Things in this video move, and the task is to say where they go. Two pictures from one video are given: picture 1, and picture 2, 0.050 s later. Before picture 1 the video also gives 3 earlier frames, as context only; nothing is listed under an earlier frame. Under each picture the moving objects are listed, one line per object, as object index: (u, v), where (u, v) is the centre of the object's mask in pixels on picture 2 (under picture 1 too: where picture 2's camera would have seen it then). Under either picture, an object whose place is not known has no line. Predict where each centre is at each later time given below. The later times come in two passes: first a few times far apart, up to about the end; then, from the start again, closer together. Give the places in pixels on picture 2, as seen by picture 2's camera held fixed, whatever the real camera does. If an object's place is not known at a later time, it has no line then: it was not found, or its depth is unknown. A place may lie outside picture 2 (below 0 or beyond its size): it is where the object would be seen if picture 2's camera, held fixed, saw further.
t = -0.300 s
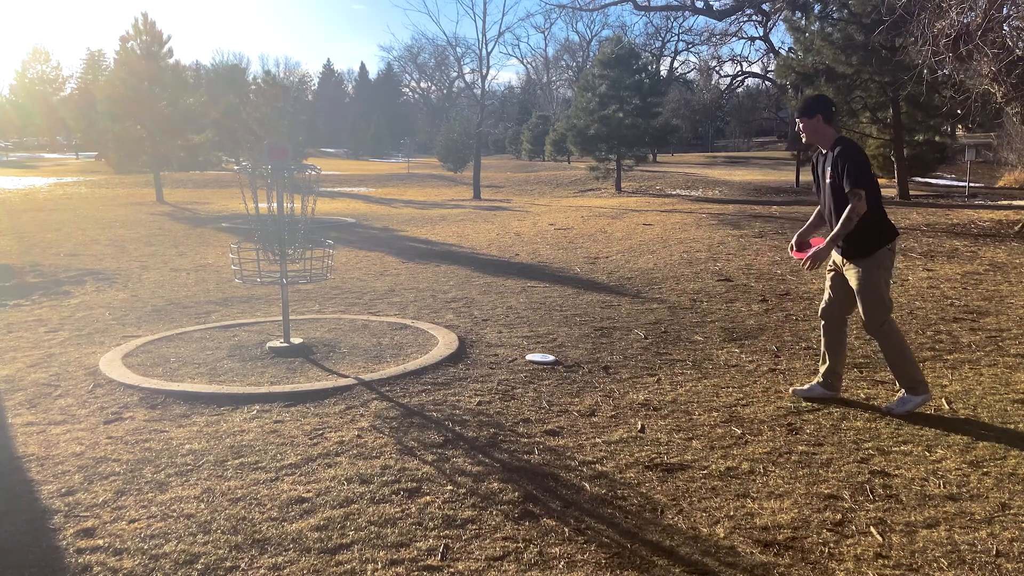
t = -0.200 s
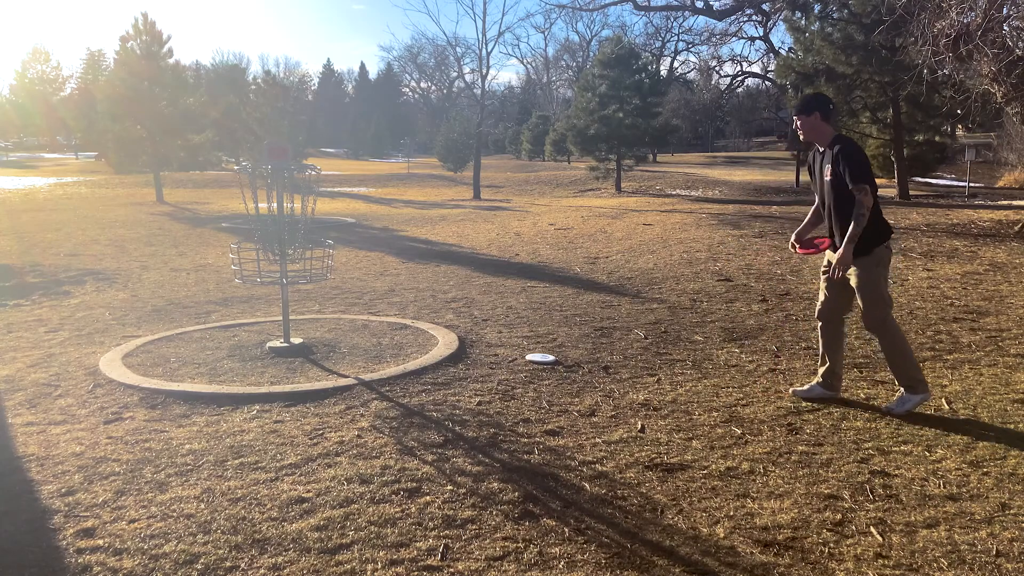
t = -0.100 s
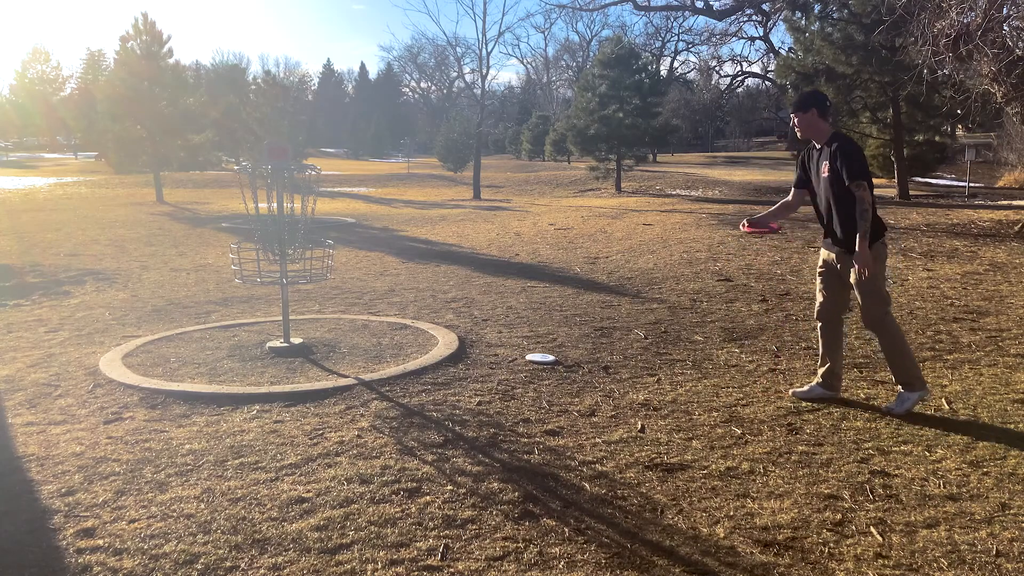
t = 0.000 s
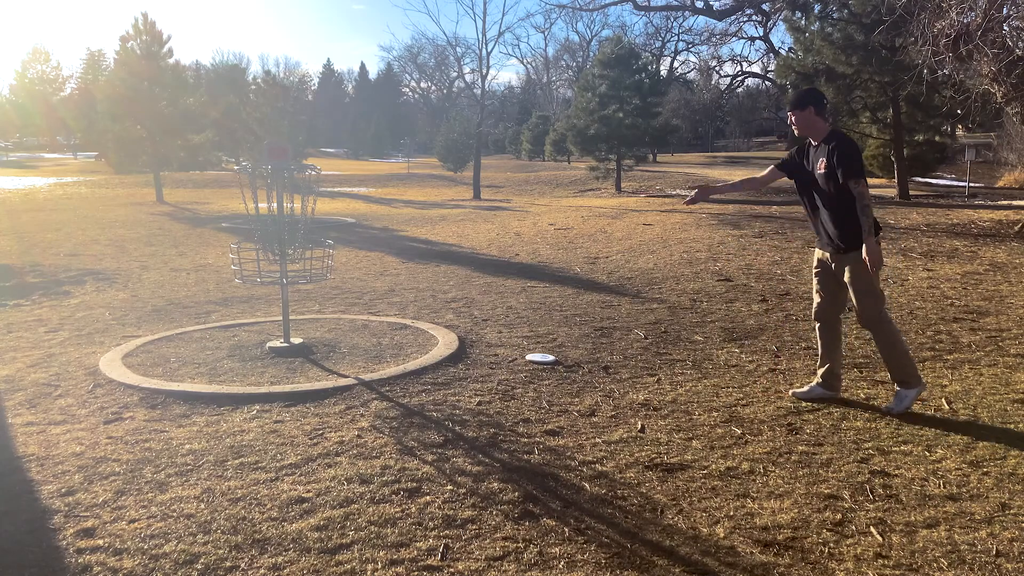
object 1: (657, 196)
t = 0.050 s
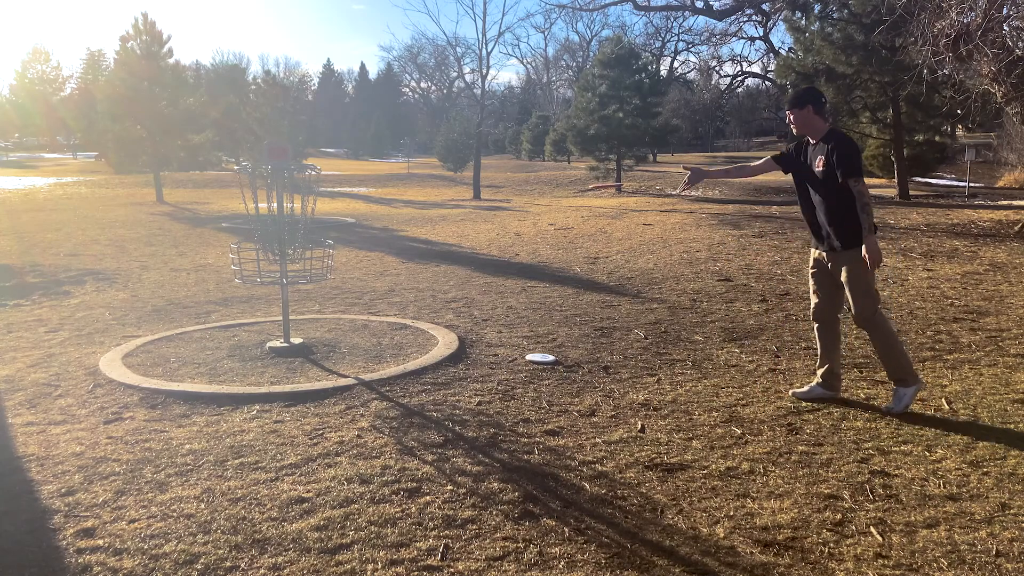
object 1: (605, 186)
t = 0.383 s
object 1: (313, 213)
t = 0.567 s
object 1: (296, 227)
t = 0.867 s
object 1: (311, 254)
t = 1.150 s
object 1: (304, 269)
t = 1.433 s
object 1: (305, 276)
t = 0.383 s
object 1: (313, 213)
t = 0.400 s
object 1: (306, 215)
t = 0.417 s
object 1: (302, 216)
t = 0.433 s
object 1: (298, 219)
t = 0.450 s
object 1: (297, 220)
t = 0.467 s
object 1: (297, 220)
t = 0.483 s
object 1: (296, 223)
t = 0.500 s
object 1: (295, 224)
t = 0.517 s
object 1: (295, 226)
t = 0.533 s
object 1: (296, 228)
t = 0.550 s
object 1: (295, 228)
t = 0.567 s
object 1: (296, 227)
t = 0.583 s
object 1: (296, 227)
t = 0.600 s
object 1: (297, 228)
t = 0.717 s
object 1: (298, 239)
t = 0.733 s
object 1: (298, 243)
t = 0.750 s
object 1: (300, 243)
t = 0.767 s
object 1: (301, 244)
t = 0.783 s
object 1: (303, 245)
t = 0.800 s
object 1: (304, 246)
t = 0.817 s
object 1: (308, 248)
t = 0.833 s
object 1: (309, 250)
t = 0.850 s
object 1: (310, 252)
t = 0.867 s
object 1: (311, 254)
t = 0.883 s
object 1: (312, 255)
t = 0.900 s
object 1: (312, 257)
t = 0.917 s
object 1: (311, 258)
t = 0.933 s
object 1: (310, 261)
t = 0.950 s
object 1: (310, 262)
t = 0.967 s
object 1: (309, 262)
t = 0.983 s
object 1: (308, 263)
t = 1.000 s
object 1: (308, 264)
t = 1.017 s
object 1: (307, 266)
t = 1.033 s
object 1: (306, 266)
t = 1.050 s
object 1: (306, 266)
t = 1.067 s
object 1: (306, 266)
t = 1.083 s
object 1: (305, 267)
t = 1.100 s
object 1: (305, 268)
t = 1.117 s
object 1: (305, 268)
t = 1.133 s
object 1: (305, 269)
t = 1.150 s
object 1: (304, 269)
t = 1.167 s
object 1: (304, 270)
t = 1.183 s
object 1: (304, 271)
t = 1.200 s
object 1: (303, 271)
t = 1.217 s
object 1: (304, 270)
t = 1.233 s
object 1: (303, 270)
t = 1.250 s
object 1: (303, 270)
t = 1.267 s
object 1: (303, 270)
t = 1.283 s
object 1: (303, 270)
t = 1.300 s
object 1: (303, 271)
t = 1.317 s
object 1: (303, 271)
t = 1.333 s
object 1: (303, 272)
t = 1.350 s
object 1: (303, 272)
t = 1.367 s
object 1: (303, 273)
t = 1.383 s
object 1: (303, 274)
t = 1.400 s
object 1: (303, 274)
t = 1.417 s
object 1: (303, 275)
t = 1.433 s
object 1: (305, 276)
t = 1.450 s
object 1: (302, 277)
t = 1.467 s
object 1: (304, 278)
